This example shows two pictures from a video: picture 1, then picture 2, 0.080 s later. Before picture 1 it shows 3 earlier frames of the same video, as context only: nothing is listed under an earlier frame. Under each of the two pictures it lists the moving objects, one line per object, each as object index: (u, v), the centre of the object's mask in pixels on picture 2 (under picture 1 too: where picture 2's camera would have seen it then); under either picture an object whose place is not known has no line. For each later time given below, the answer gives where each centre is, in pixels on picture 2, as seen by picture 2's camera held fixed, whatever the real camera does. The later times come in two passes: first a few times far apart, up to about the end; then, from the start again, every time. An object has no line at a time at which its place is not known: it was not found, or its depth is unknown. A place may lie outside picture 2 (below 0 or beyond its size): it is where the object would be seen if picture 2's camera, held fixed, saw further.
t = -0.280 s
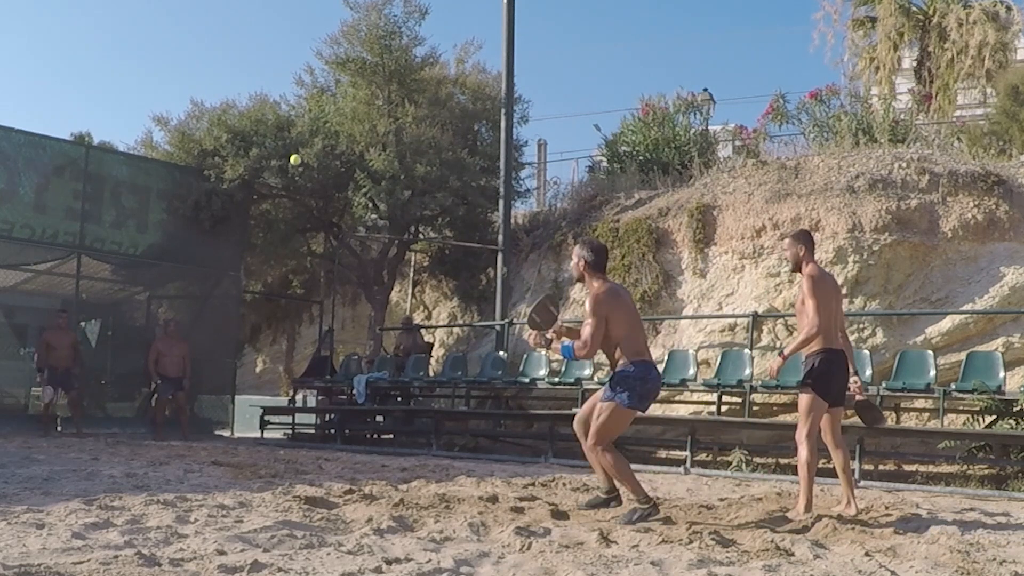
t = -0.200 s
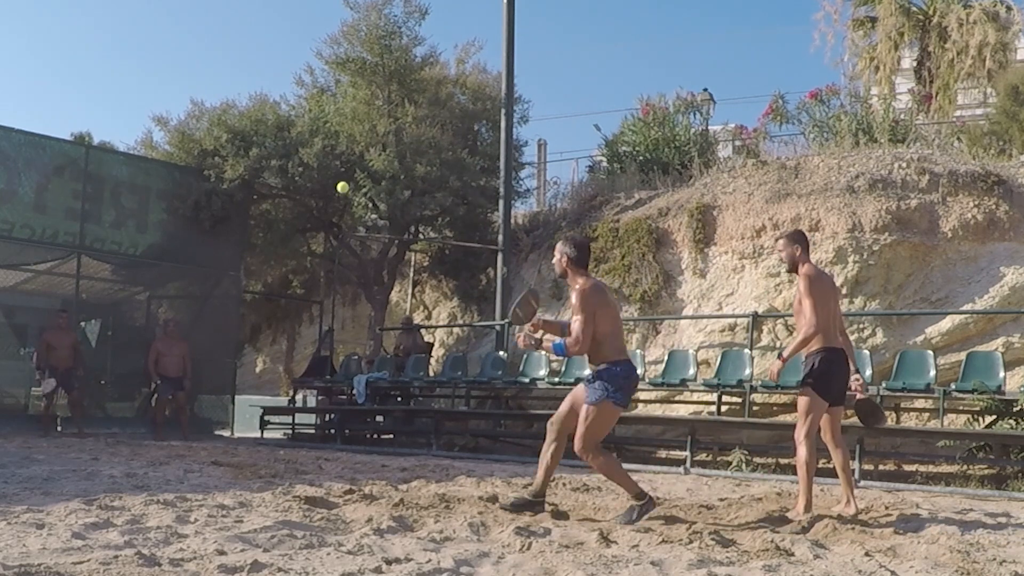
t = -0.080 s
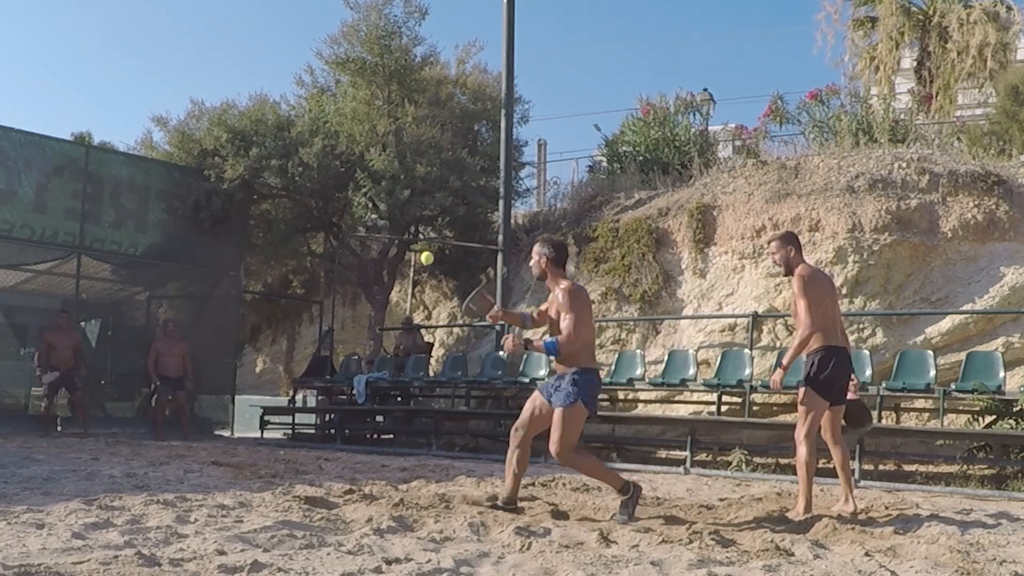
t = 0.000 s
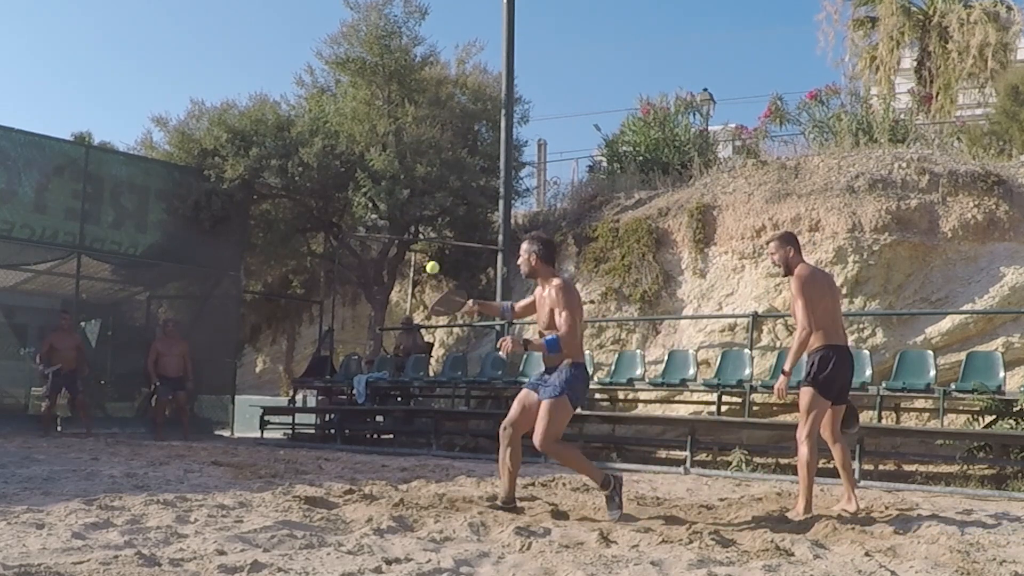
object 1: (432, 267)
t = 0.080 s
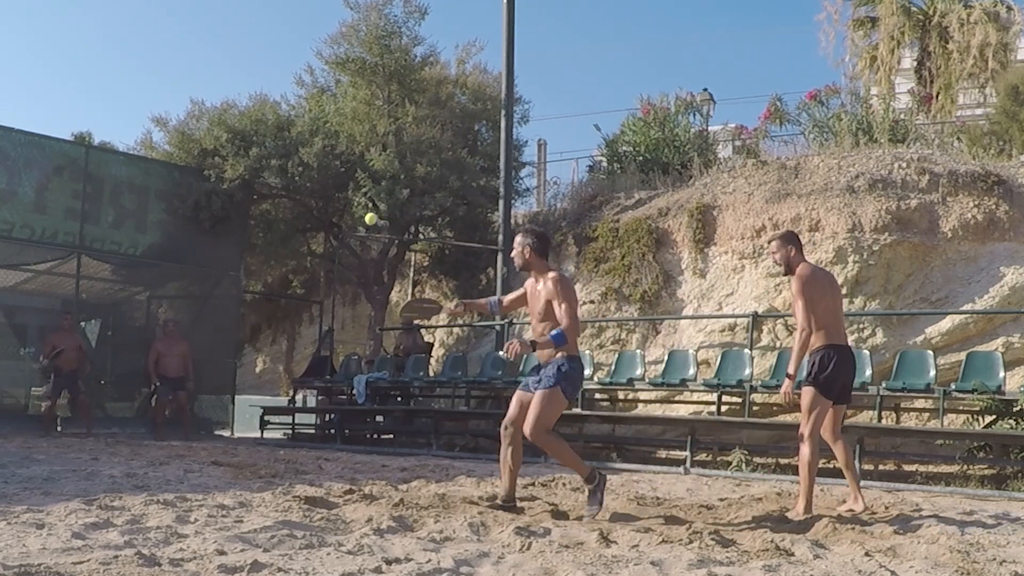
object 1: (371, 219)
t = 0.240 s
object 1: (272, 167)
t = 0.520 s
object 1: (152, 170)
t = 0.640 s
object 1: (112, 195)
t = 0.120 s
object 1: (343, 201)
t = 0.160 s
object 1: (318, 186)
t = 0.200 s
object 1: (294, 175)
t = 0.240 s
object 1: (272, 167)
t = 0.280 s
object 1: (251, 161)
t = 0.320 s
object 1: (232, 158)
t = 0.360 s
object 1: (214, 157)
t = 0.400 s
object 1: (197, 158)
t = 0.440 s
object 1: (181, 160)
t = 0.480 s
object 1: (166, 165)
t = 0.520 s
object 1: (152, 170)
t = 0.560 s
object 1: (138, 177)
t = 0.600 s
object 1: (125, 186)
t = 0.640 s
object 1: (112, 195)
